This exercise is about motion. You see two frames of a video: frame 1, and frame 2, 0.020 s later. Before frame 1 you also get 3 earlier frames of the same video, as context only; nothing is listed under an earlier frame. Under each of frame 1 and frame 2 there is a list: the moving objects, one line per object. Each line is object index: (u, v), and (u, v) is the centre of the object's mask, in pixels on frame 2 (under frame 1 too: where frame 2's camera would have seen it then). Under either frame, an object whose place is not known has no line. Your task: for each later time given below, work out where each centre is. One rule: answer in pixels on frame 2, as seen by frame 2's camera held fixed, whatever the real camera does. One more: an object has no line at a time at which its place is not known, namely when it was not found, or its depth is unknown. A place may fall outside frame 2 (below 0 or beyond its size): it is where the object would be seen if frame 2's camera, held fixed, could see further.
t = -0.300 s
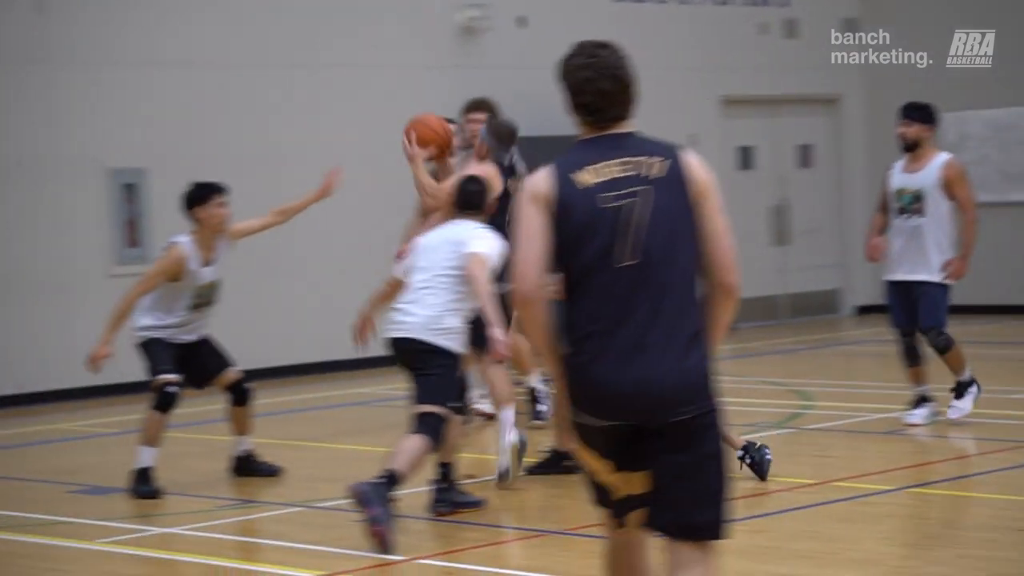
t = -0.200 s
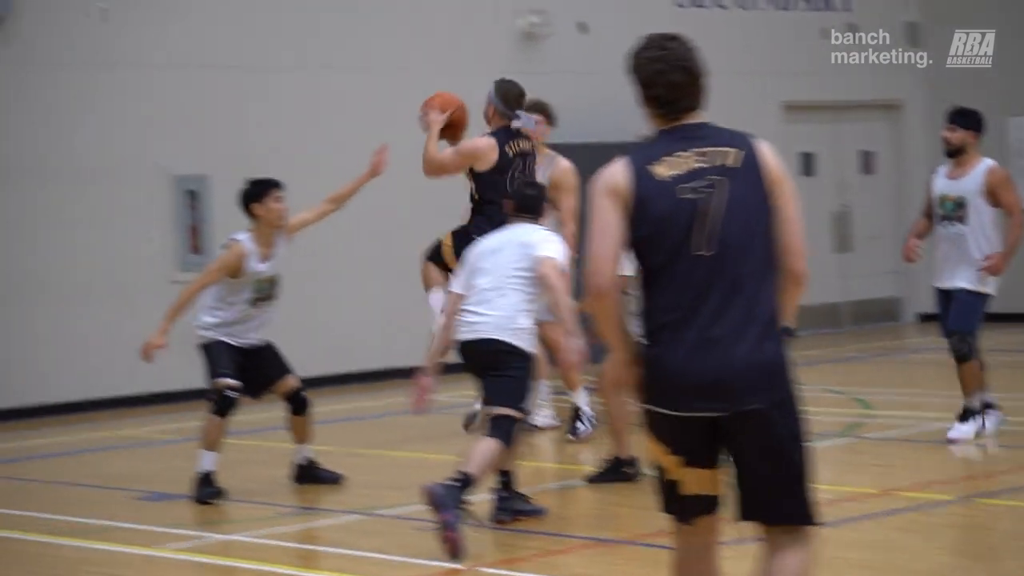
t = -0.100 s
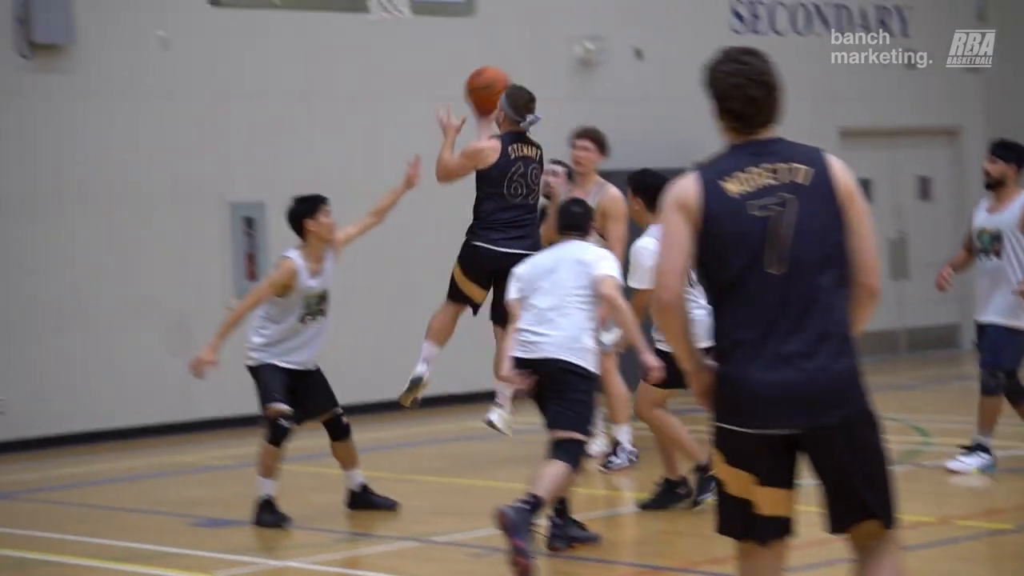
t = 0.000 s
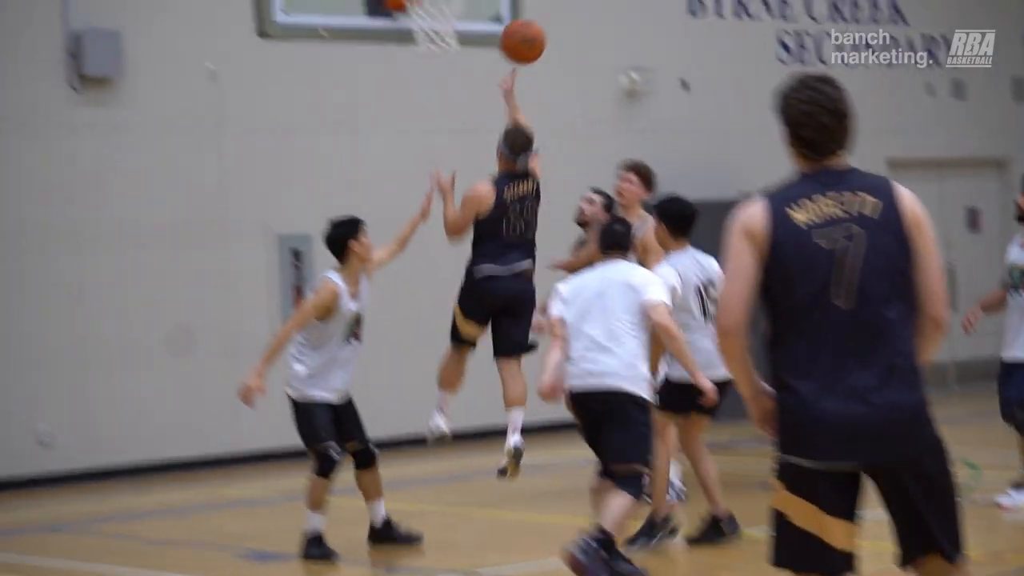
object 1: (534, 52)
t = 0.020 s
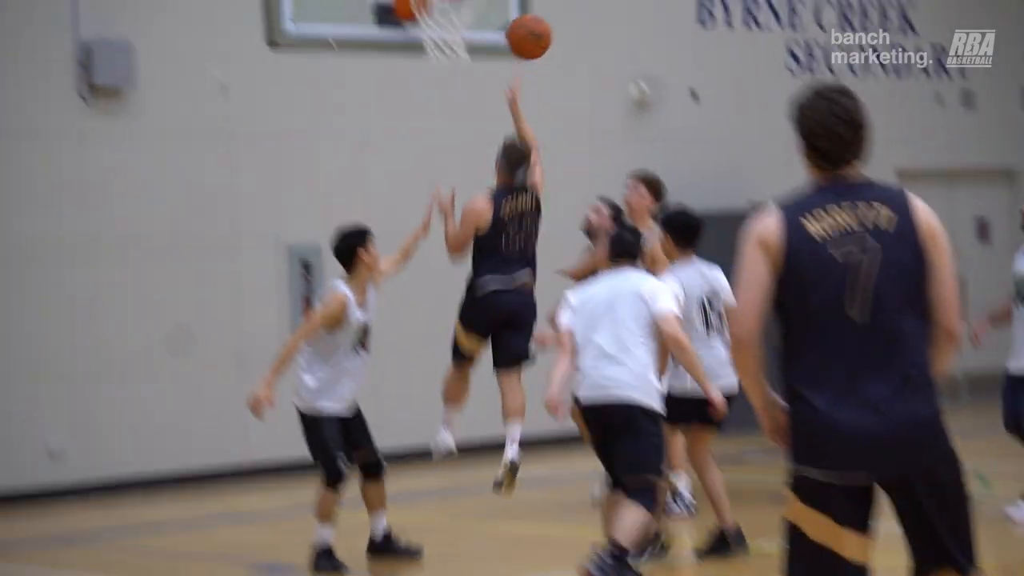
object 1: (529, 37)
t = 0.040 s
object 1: (525, 22)
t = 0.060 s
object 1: (521, 8)
